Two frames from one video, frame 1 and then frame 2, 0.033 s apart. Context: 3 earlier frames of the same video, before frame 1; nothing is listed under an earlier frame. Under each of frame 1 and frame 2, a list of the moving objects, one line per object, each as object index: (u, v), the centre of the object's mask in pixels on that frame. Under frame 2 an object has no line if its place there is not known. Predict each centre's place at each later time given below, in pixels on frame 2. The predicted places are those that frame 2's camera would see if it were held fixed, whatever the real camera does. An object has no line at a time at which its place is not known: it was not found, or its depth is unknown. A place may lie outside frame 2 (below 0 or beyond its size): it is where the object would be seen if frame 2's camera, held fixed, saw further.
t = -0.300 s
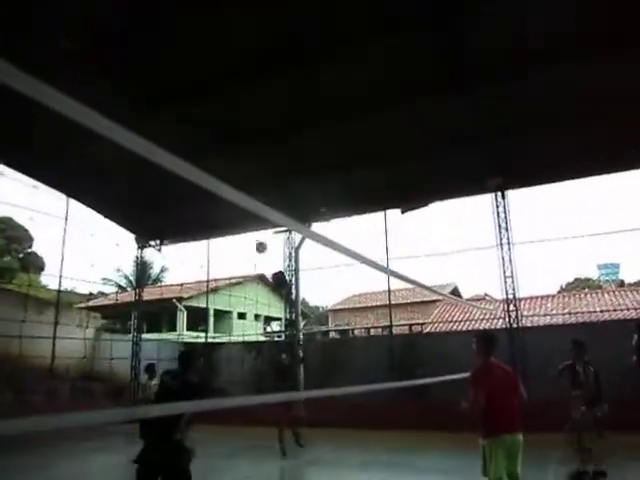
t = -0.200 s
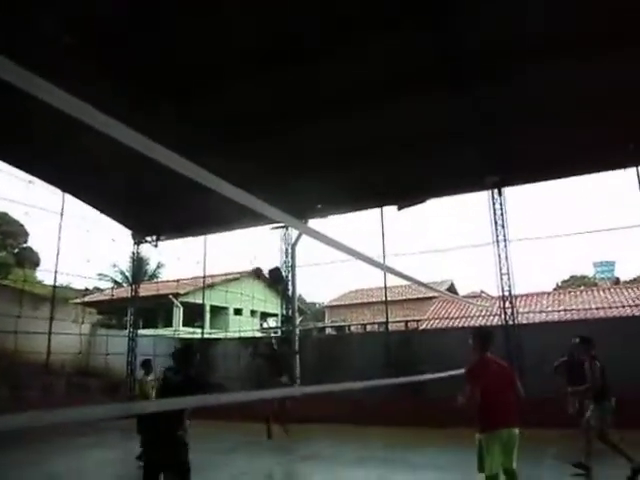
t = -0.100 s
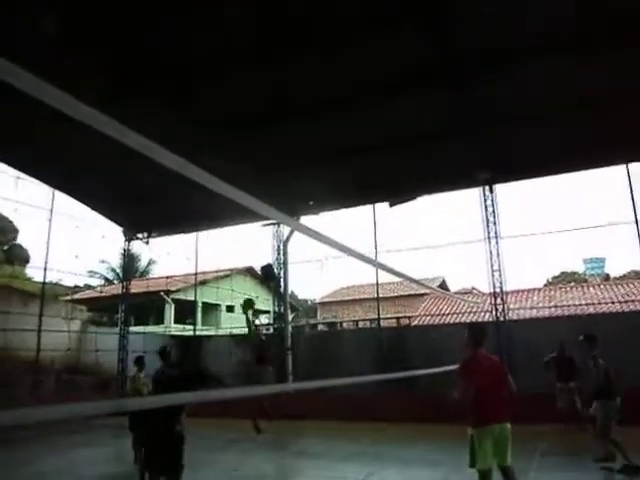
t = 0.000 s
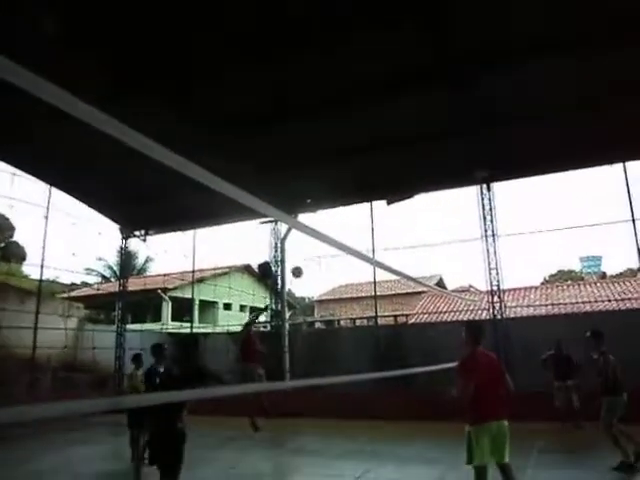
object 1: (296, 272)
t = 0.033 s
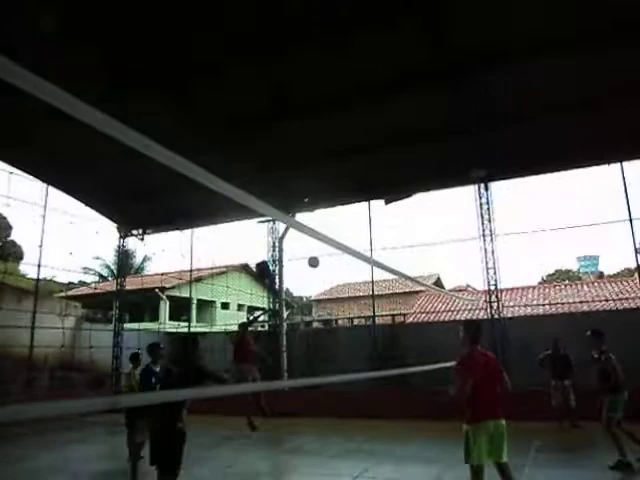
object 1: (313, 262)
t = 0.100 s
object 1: (351, 244)
